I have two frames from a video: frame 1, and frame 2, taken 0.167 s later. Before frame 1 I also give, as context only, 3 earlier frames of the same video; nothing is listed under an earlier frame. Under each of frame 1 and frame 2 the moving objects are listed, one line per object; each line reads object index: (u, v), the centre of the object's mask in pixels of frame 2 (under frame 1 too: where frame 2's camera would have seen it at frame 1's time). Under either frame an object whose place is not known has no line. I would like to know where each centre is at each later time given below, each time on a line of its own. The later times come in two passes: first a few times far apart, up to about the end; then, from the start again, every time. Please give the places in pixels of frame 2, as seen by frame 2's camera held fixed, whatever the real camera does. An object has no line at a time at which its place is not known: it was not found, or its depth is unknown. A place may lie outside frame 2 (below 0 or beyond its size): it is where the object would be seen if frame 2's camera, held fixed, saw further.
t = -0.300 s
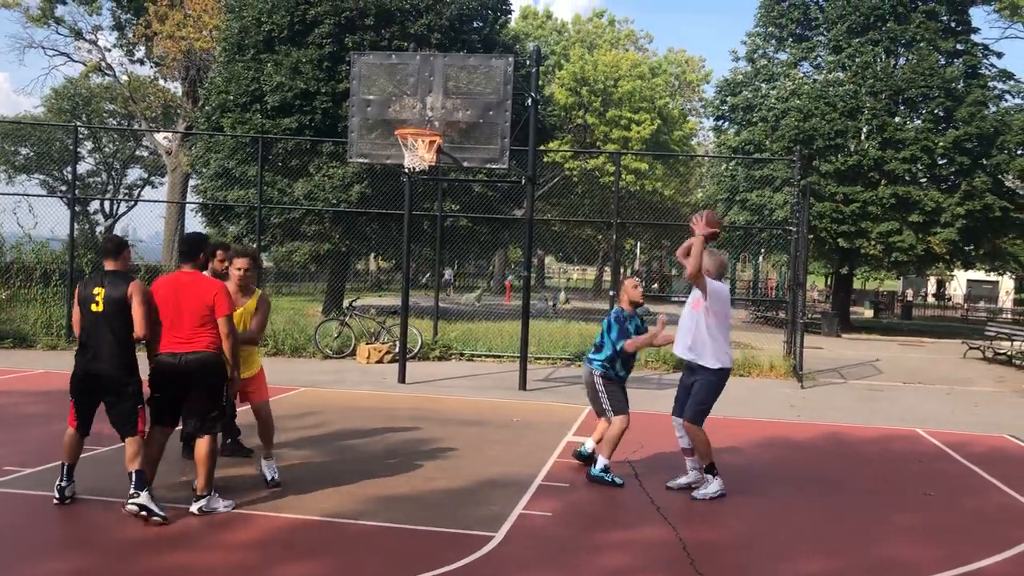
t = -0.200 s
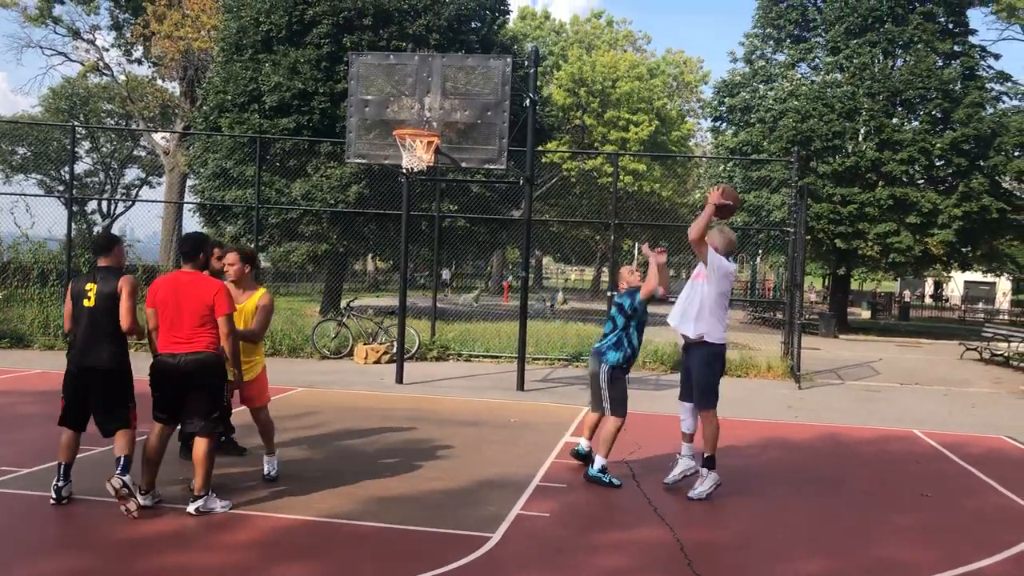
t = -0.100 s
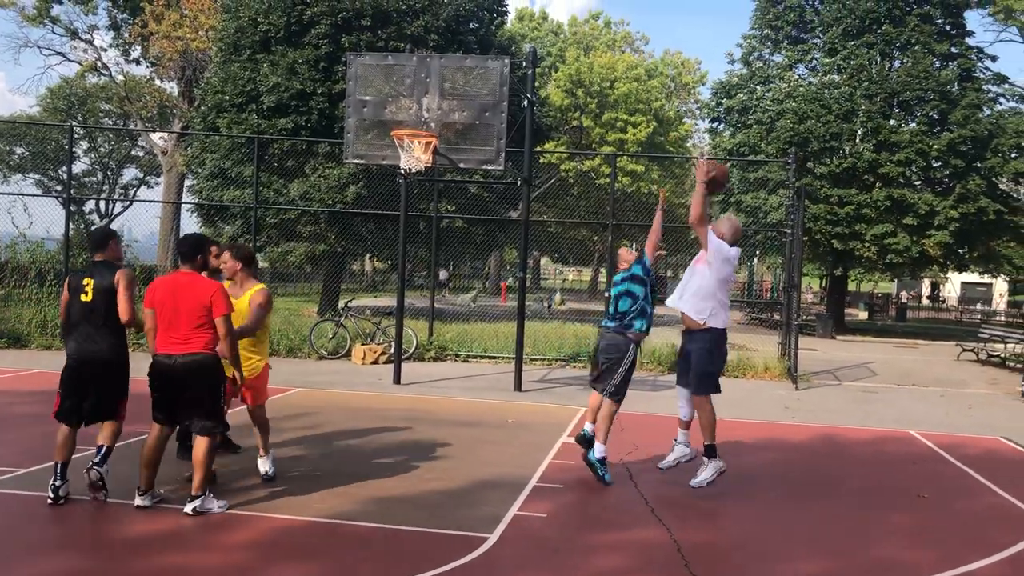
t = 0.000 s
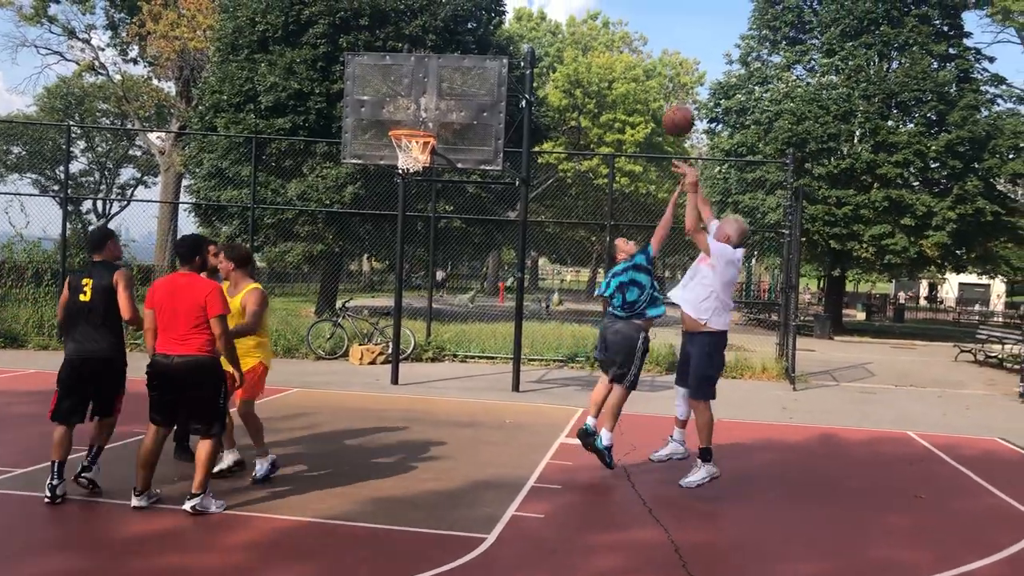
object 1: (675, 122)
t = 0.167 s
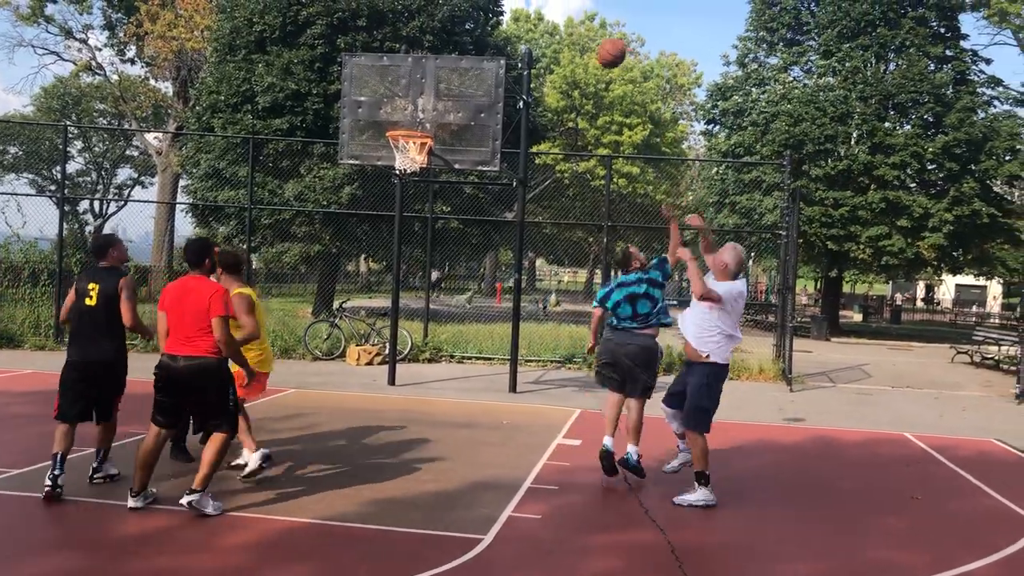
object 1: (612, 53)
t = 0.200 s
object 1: (599, 45)
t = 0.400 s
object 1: (532, 22)
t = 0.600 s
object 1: (473, 45)
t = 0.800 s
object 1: (420, 103)
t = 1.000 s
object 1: (406, 121)
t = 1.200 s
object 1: (434, 104)
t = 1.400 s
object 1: (453, 116)
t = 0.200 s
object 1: (599, 45)
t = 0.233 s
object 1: (587, 37)
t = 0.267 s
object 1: (575, 32)
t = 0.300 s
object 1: (564, 27)
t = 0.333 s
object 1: (553, 25)
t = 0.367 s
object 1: (543, 23)
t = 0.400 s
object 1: (532, 22)
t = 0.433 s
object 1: (522, 23)
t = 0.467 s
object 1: (512, 25)
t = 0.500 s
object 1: (501, 30)
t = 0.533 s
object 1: (492, 32)
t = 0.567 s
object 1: (481, 38)
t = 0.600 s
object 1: (473, 45)
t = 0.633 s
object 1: (463, 53)
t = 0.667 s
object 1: (454, 61)
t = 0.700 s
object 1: (445, 69)
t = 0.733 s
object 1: (436, 80)
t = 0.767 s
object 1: (428, 91)
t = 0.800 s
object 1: (420, 103)
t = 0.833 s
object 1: (412, 115)
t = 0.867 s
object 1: (403, 122)
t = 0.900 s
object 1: (403, 123)
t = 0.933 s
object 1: (402, 123)
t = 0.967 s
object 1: (402, 123)
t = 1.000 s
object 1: (406, 121)
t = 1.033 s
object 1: (413, 117)
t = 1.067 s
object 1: (417, 115)
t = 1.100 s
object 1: (422, 110)
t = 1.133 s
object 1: (426, 108)
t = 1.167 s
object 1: (429, 105)
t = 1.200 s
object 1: (434, 104)
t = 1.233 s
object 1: (437, 105)
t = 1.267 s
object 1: (440, 105)
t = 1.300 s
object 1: (443, 106)
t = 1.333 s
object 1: (447, 108)
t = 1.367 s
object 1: (449, 111)
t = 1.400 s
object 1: (453, 116)
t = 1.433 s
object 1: (456, 121)
